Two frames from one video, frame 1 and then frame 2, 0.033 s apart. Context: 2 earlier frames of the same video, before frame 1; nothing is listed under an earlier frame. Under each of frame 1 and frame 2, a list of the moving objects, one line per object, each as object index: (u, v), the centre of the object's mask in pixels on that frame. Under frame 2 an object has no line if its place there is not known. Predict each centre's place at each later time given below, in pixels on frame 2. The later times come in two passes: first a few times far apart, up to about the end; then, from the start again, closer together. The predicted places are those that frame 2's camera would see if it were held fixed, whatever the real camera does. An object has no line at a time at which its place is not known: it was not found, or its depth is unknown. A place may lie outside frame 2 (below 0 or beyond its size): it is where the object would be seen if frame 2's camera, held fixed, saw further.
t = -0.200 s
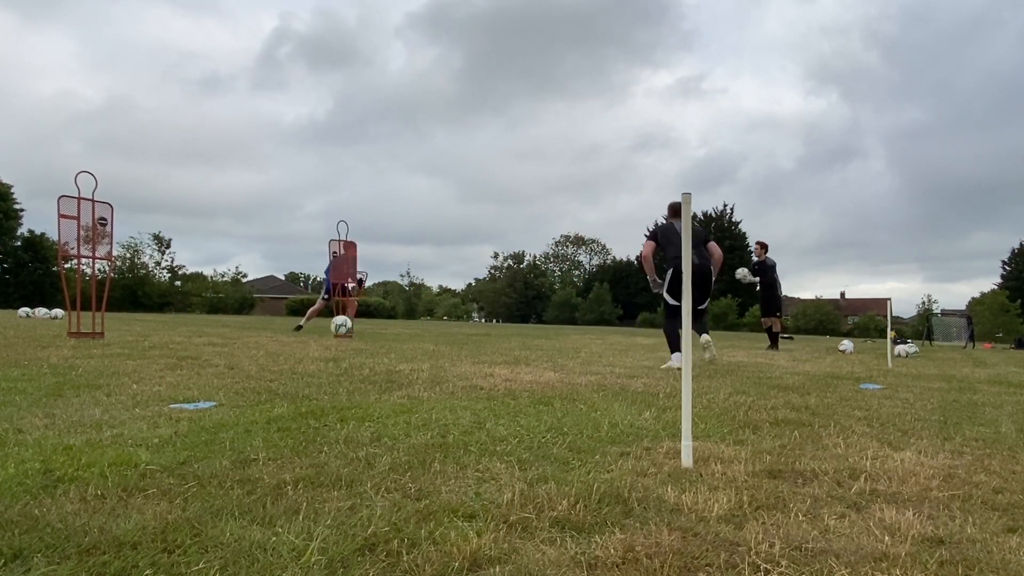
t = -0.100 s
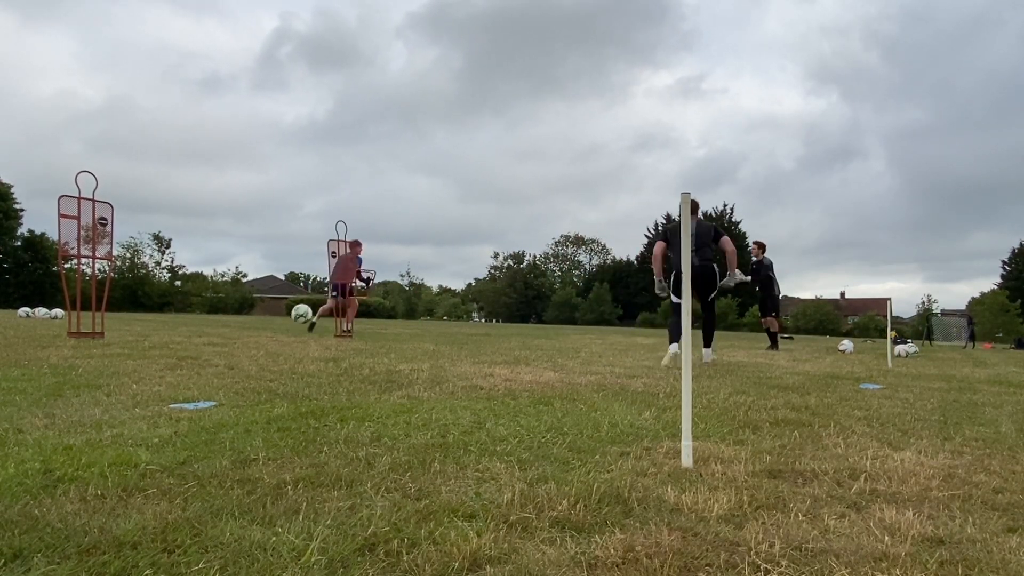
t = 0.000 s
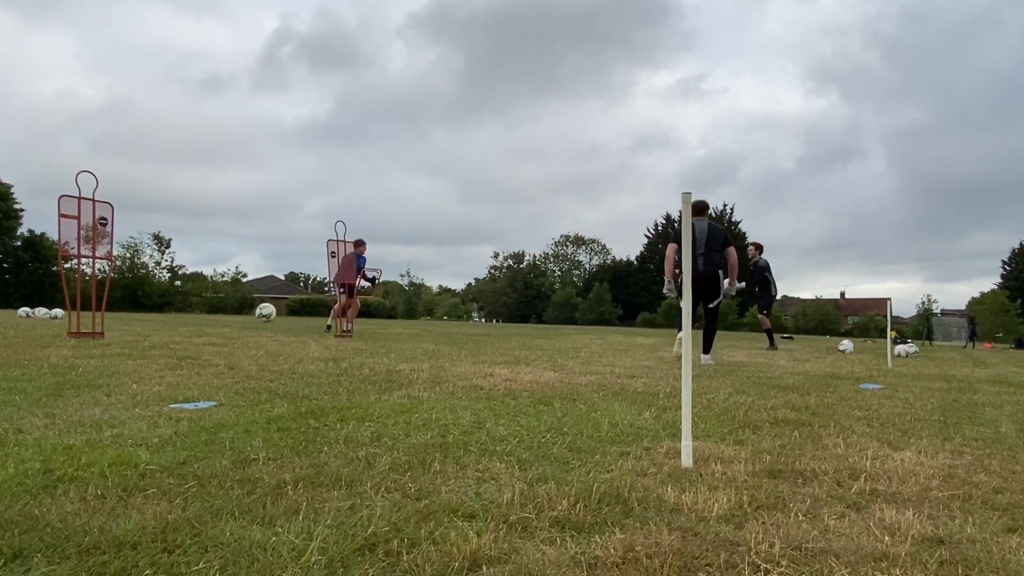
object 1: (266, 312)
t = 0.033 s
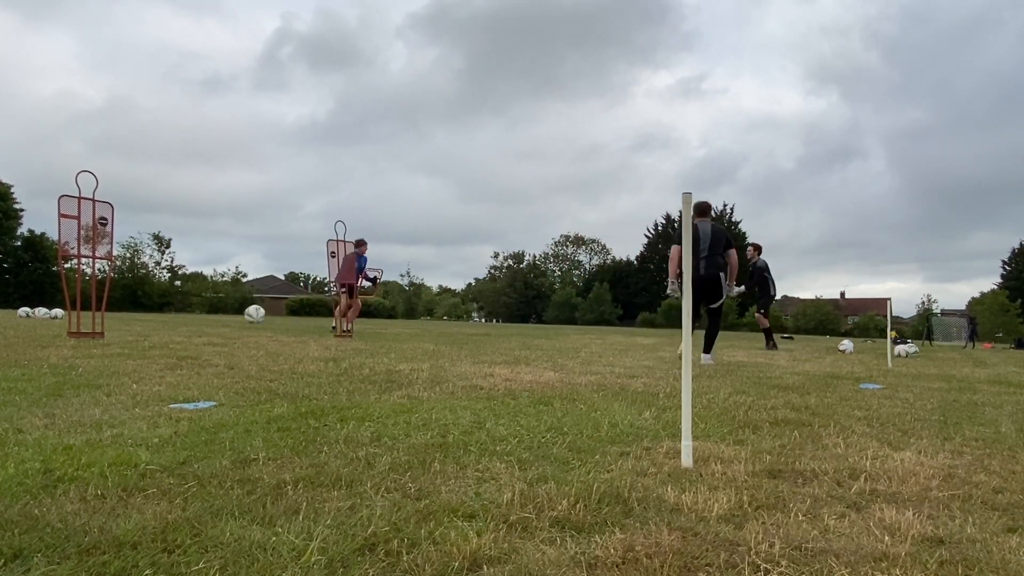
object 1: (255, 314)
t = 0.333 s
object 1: (170, 319)
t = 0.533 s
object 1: (126, 317)
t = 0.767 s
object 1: (85, 313)
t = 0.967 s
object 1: (60, 311)
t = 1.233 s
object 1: (35, 310)
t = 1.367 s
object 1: (23, 310)
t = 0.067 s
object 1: (244, 316)
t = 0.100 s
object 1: (233, 319)
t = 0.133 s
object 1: (223, 324)
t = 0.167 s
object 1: (213, 328)
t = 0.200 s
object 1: (203, 325)
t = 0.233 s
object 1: (194, 323)
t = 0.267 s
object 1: (186, 321)
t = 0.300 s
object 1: (178, 320)
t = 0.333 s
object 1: (170, 319)
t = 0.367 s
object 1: (161, 321)
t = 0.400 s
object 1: (154, 322)
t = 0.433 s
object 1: (146, 323)
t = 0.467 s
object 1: (139, 321)
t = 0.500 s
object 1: (133, 318)
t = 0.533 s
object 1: (126, 317)
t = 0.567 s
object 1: (120, 316)
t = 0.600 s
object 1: (113, 317)
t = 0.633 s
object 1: (107, 317)
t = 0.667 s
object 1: (102, 318)
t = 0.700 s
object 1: (95, 318)
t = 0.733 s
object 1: (90, 315)
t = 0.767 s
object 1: (85, 313)
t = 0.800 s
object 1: (83, 310)
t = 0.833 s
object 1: (77, 309)
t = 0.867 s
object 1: (73, 308)
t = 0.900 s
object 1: (69, 309)
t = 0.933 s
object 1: (65, 310)
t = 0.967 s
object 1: (60, 311)
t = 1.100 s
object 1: (48, 311)
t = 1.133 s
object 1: (43, 310)
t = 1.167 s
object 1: (40, 310)
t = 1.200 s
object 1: (39, 310)
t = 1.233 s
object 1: (35, 310)
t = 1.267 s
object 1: (32, 310)
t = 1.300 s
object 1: (26, 312)
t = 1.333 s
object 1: (25, 312)
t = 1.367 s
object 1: (23, 310)
